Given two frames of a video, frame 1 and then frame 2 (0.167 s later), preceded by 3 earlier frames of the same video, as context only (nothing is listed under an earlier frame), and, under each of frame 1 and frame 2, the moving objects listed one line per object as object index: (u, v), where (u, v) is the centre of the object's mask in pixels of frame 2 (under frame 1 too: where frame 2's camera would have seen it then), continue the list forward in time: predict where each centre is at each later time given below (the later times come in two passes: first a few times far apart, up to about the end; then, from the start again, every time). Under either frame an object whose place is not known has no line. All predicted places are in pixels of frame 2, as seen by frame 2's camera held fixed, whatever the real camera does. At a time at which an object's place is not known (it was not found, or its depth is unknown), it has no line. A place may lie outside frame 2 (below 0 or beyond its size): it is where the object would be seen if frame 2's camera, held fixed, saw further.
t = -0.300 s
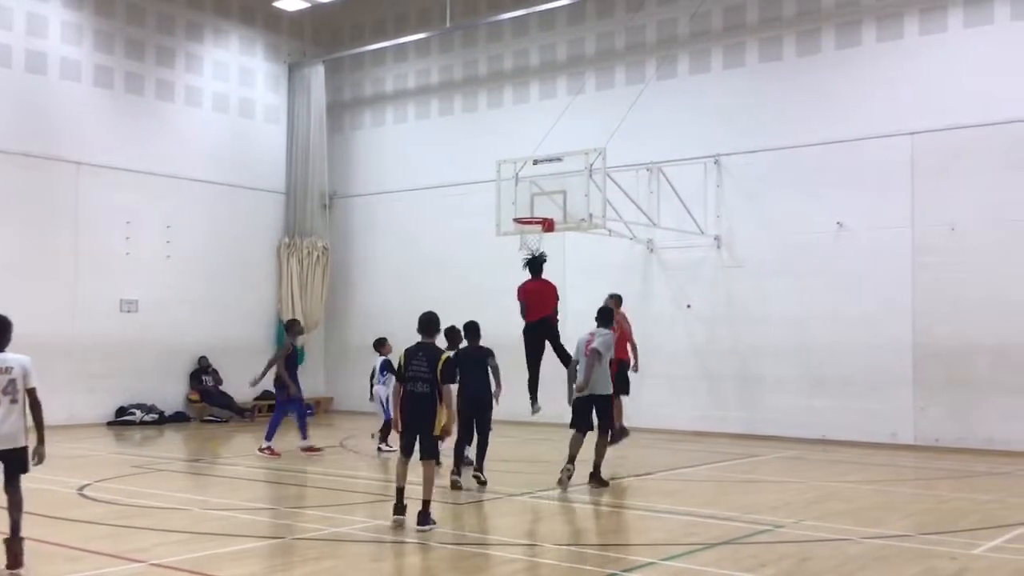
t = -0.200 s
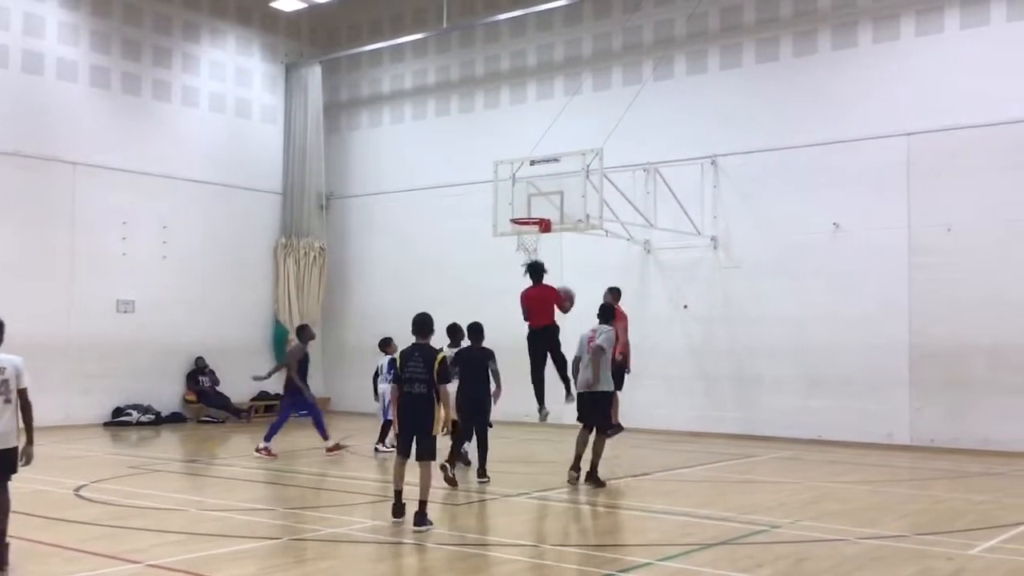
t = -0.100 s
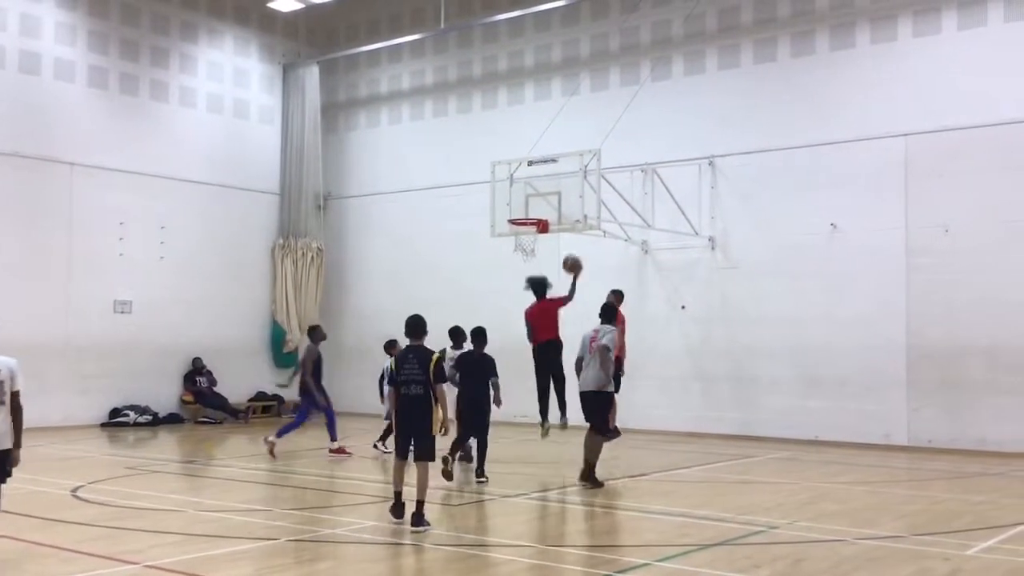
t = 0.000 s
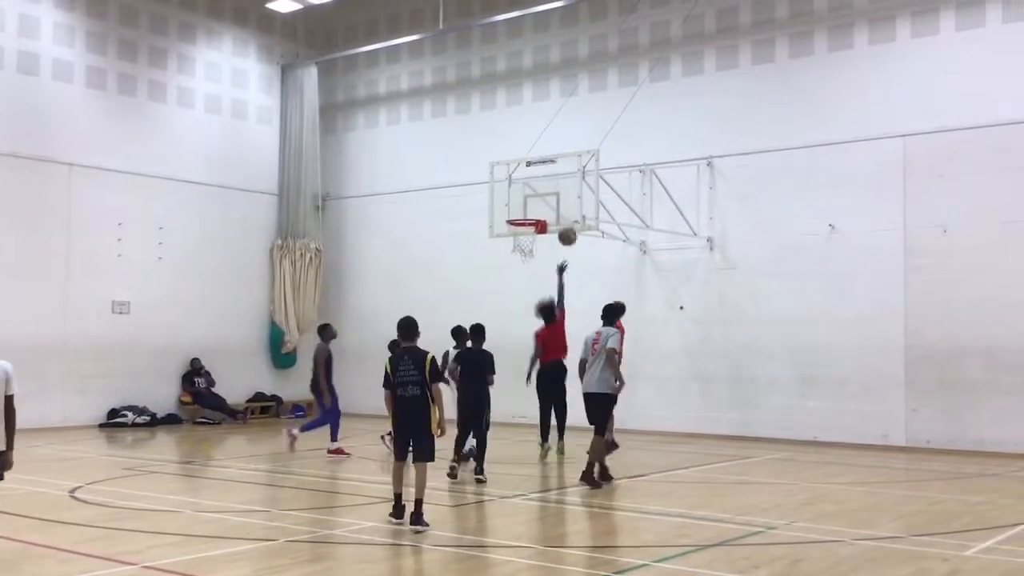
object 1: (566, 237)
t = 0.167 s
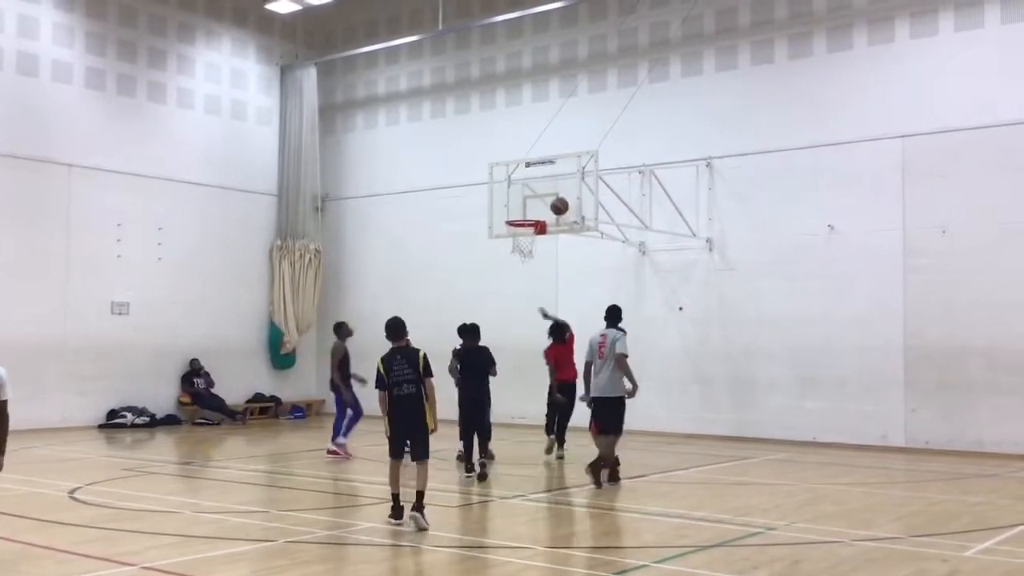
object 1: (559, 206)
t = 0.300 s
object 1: (554, 197)
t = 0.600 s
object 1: (526, 212)
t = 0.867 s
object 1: (508, 267)
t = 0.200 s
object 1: (558, 202)
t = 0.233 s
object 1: (557, 200)
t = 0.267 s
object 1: (555, 198)
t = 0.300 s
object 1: (554, 197)
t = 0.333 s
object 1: (551, 195)
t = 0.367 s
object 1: (548, 194)
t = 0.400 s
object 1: (545, 195)
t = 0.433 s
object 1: (541, 195)
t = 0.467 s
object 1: (538, 197)
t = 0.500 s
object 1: (535, 200)
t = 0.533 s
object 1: (532, 203)
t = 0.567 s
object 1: (529, 207)
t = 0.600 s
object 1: (526, 212)
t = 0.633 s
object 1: (523, 216)
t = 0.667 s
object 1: (518, 225)
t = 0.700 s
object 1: (516, 233)
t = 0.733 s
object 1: (514, 239)
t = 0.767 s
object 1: (513, 245)
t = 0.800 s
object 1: (511, 252)
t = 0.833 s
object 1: (509, 259)
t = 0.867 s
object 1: (508, 267)
